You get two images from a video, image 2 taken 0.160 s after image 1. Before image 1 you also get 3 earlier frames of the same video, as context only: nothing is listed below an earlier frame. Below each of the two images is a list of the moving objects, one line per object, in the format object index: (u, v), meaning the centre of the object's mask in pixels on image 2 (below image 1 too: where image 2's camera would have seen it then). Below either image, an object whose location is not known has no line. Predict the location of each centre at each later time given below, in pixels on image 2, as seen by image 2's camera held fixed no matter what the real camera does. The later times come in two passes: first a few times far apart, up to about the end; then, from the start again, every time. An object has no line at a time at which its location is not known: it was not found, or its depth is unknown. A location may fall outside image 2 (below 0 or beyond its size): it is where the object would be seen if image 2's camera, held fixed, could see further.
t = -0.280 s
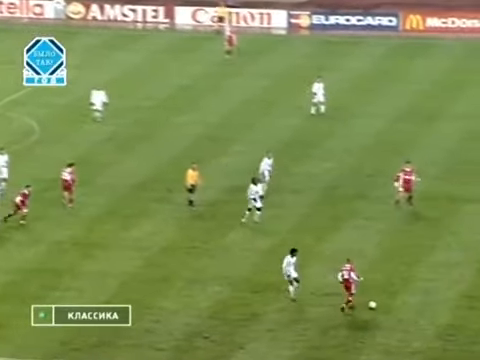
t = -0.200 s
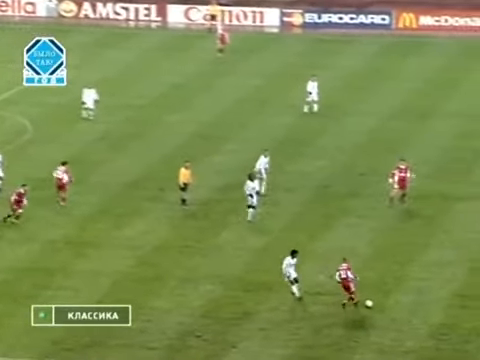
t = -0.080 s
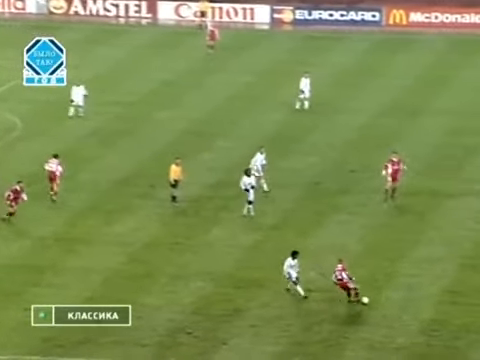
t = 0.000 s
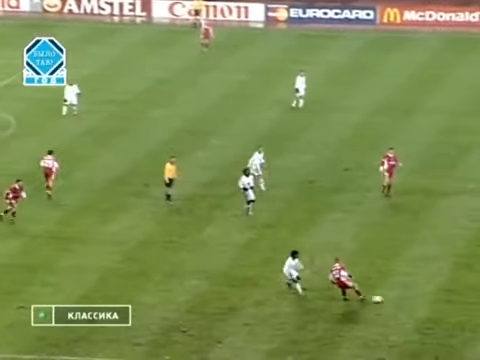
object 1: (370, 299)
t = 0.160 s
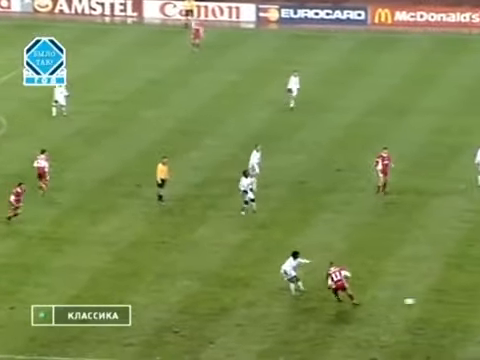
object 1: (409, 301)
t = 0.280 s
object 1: (436, 303)
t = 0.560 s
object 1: (488, 306)
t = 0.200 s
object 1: (418, 301)
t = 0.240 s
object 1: (426, 302)
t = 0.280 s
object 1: (436, 303)
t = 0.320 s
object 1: (445, 304)
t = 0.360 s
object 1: (453, 304)
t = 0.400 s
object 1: (460, 305)
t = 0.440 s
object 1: (468, 305)
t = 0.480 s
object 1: (475, 306)
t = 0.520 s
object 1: (481, 306)
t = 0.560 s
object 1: (488, 306)
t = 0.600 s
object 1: (493, 307)
